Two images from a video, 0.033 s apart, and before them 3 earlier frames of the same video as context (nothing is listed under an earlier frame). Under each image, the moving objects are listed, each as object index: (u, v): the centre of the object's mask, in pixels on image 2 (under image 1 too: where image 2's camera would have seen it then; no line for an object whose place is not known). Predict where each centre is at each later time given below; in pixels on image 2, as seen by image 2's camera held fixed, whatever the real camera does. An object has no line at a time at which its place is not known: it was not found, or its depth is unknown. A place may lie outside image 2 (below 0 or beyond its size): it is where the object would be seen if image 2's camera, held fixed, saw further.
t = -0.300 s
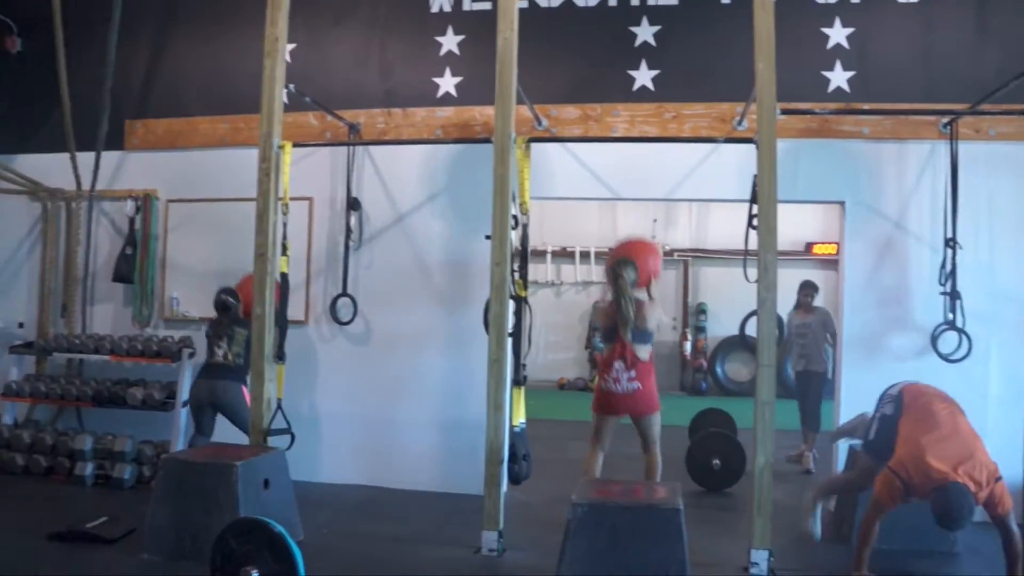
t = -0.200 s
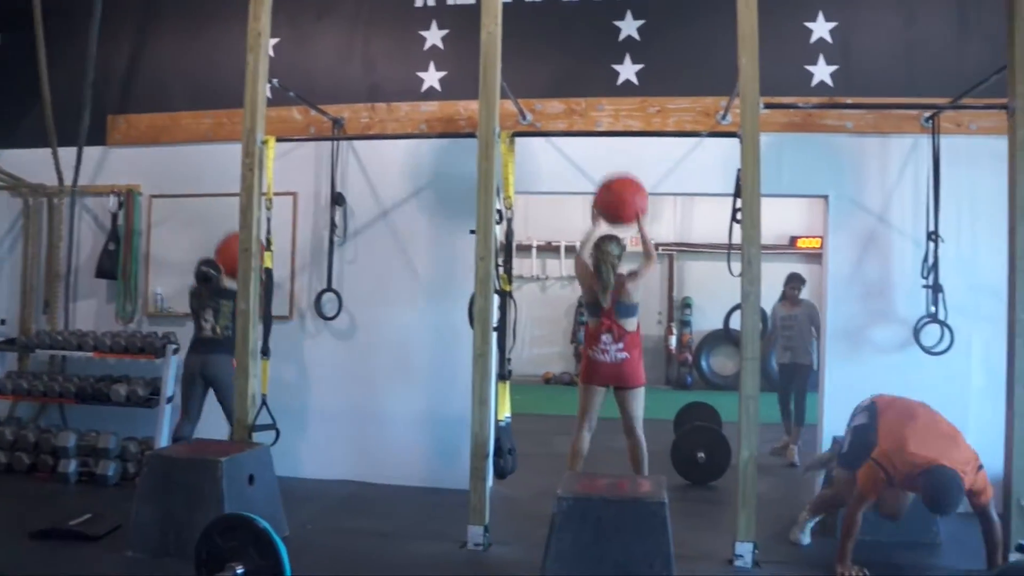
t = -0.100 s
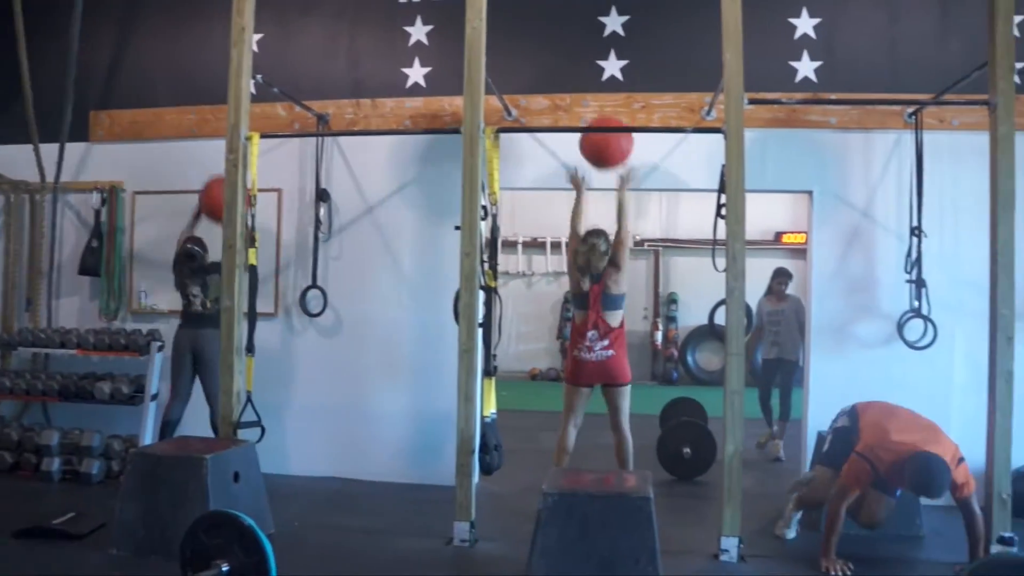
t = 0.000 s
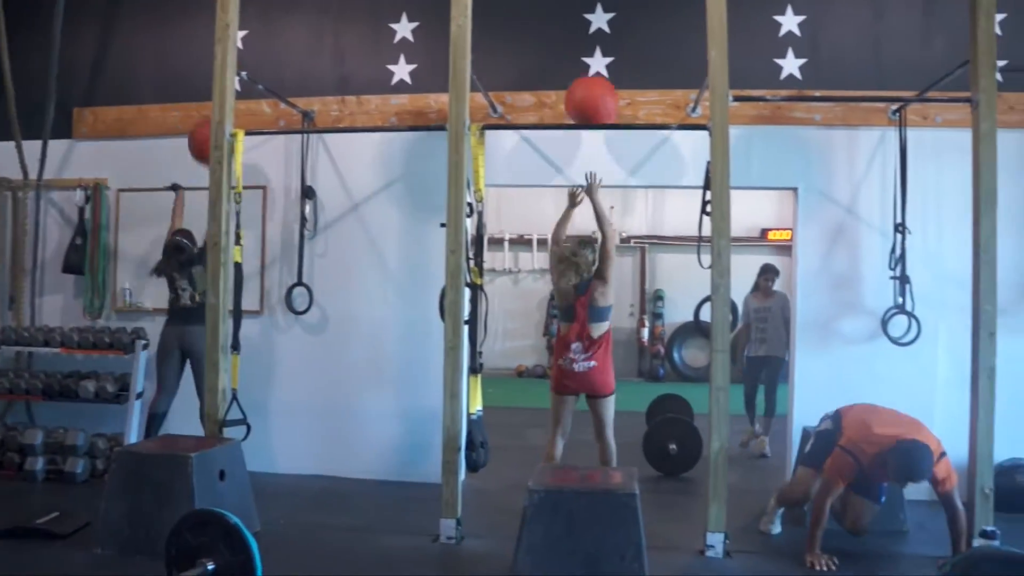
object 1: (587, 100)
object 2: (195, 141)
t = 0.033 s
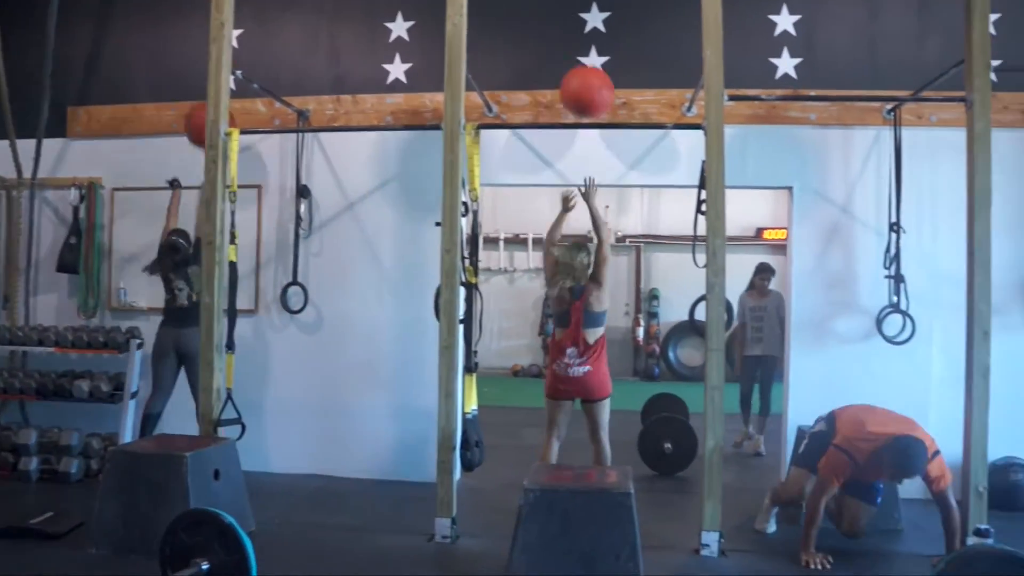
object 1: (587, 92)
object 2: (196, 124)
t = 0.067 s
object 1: (587, 85)
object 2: (197, 111)
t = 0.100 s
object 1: (587, 79)
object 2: (198, 98)
